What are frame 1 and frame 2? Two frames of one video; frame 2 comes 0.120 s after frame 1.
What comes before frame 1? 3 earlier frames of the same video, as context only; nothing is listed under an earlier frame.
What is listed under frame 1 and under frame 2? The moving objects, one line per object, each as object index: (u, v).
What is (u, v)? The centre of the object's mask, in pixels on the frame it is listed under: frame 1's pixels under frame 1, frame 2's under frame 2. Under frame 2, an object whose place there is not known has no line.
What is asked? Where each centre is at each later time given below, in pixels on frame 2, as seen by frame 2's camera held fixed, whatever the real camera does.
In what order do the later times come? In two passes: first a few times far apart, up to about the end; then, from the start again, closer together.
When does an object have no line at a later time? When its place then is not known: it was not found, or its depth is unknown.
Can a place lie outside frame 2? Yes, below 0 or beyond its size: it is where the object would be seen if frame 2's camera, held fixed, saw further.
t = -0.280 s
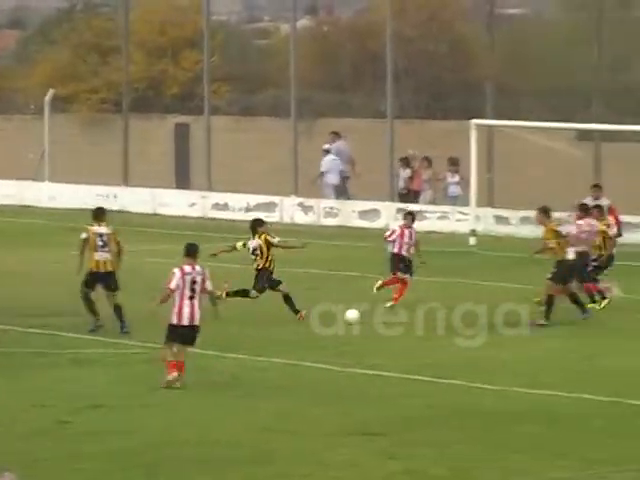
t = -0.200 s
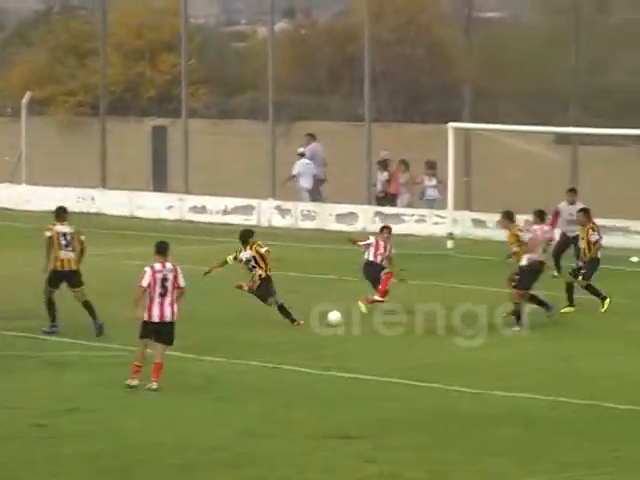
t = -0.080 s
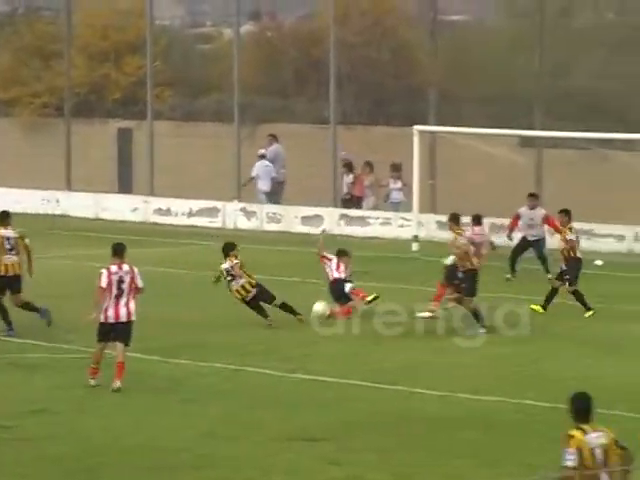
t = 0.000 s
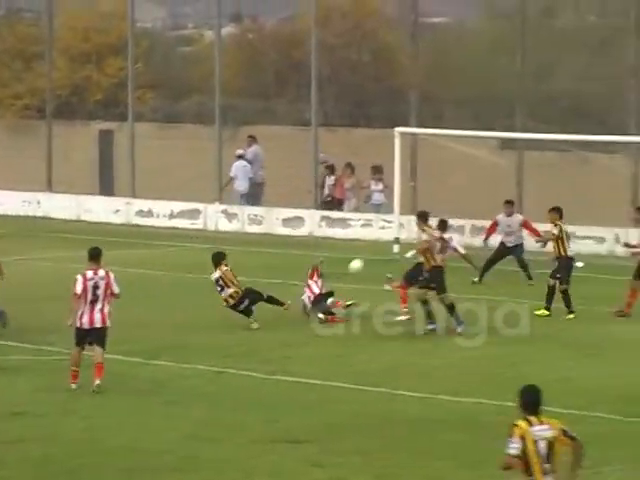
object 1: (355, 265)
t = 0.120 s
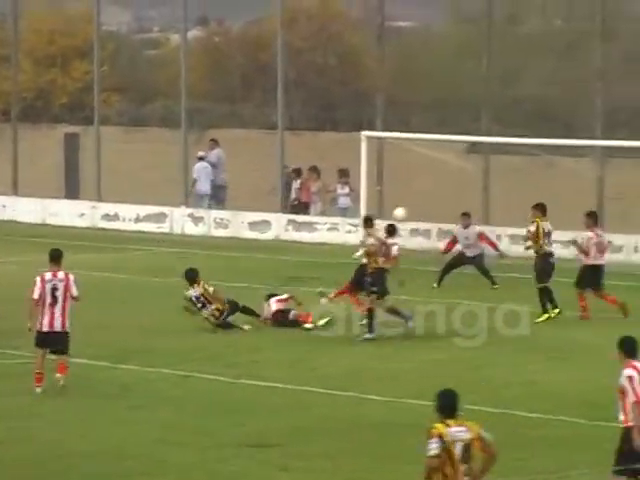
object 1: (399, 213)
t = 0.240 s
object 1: (470, 168)
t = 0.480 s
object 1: (600, 107)
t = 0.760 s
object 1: (732, 73)
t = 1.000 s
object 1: (706, 99)
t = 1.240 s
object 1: (681, 158)
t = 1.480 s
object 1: (649, 160)
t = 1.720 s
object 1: (625, 150)
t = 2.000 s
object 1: (600, 152)
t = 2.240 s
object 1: (588, 158)
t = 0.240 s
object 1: (470, 168)
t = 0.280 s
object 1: (493, 155)
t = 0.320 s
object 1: (515, 145)
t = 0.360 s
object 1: (537, 134)
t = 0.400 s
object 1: (558, 124)
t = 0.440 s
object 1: (580, 115)
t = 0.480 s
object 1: (600, 107)
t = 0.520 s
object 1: (621, 100)
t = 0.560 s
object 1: (641, 93)
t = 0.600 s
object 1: (660, 88)
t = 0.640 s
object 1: (679, 83)
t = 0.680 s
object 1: (698, 78)
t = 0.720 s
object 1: (717, 74)
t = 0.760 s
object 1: (732, 73)
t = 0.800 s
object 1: (728, 75)
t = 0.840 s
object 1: (724, 78)
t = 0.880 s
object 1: (719, 82)
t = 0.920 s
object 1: (715, 87)
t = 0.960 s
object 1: (710, 93)
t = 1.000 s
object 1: (706, 99)
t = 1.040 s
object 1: (702, 107)
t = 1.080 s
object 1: (698, 115)
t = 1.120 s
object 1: (693, 125)
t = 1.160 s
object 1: (689, 135)
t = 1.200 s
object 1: (685, 146)
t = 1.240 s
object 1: (681, 158)
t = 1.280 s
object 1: (677, 167)
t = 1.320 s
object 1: (672, 170)
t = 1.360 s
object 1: (667, 169)
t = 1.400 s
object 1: (664, 166)
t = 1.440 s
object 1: (661, 163)
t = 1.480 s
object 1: (649, 160)
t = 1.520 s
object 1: (646, 157)
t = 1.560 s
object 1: (643, 154)
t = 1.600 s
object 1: (638, 152)
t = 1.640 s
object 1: (633, 152)
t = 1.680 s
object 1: (629, 151)
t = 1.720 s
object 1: (625, 150)
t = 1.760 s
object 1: (620, 150)
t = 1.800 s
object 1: (616, 151)
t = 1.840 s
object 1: (613, 151)
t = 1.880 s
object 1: (610, 151)
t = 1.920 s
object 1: (606, 151)
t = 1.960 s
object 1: (603, 152)
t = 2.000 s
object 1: (600, 152)
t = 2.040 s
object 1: (597, 153)
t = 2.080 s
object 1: (595, 153)
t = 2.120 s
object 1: (593, 154)
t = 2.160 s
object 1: (592, 155)
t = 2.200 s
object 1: (590, 156)
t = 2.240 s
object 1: (588, 158)
